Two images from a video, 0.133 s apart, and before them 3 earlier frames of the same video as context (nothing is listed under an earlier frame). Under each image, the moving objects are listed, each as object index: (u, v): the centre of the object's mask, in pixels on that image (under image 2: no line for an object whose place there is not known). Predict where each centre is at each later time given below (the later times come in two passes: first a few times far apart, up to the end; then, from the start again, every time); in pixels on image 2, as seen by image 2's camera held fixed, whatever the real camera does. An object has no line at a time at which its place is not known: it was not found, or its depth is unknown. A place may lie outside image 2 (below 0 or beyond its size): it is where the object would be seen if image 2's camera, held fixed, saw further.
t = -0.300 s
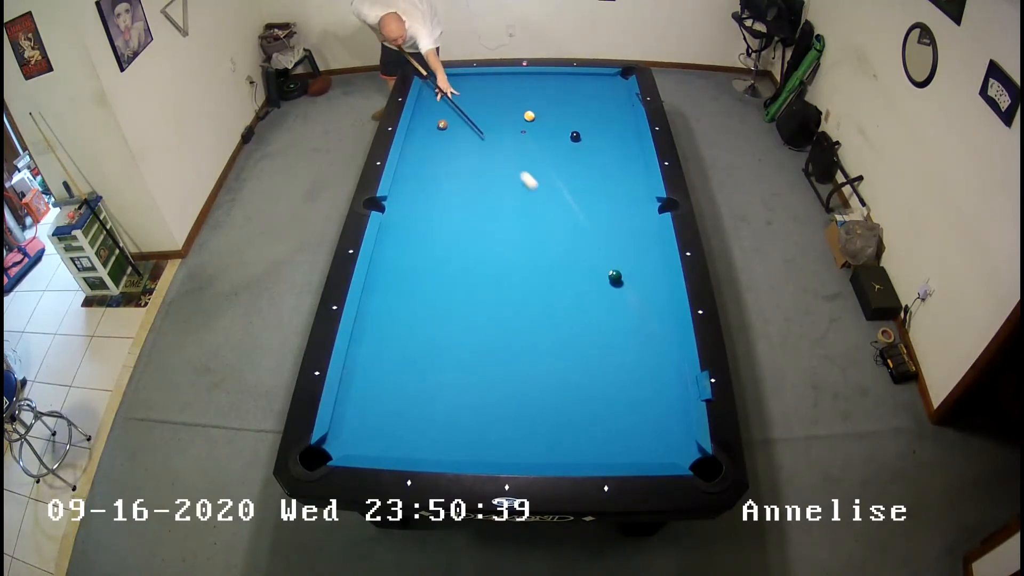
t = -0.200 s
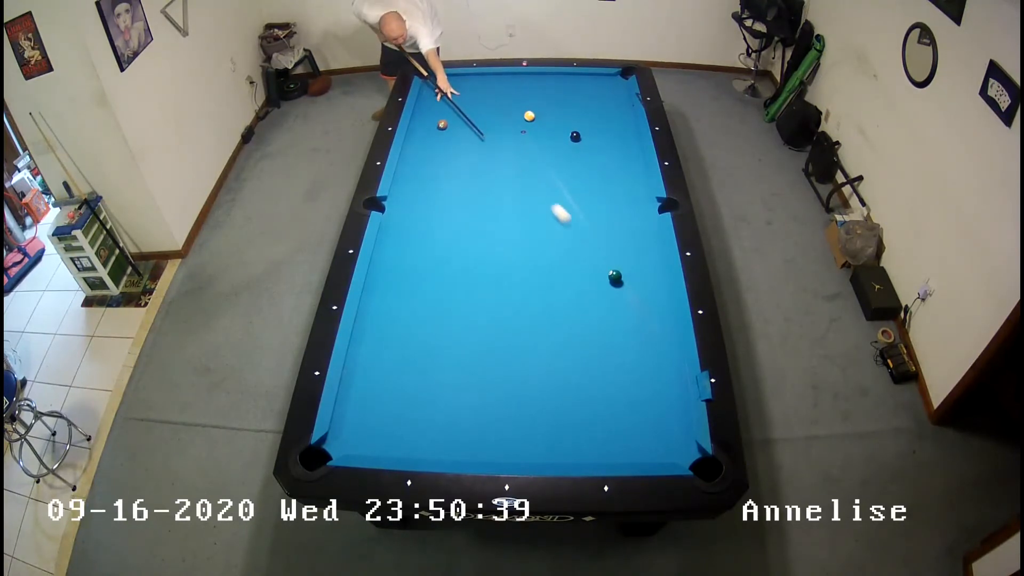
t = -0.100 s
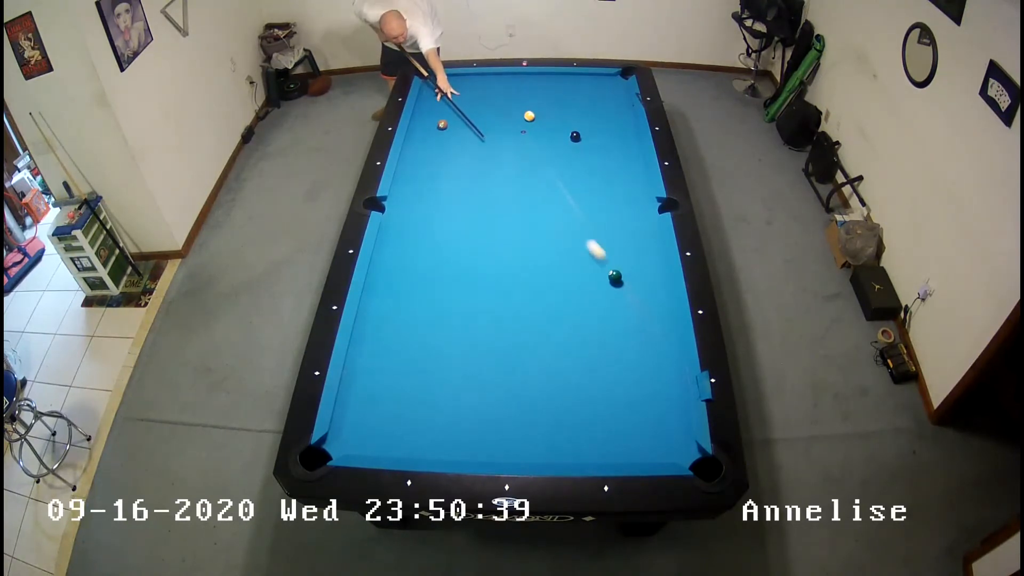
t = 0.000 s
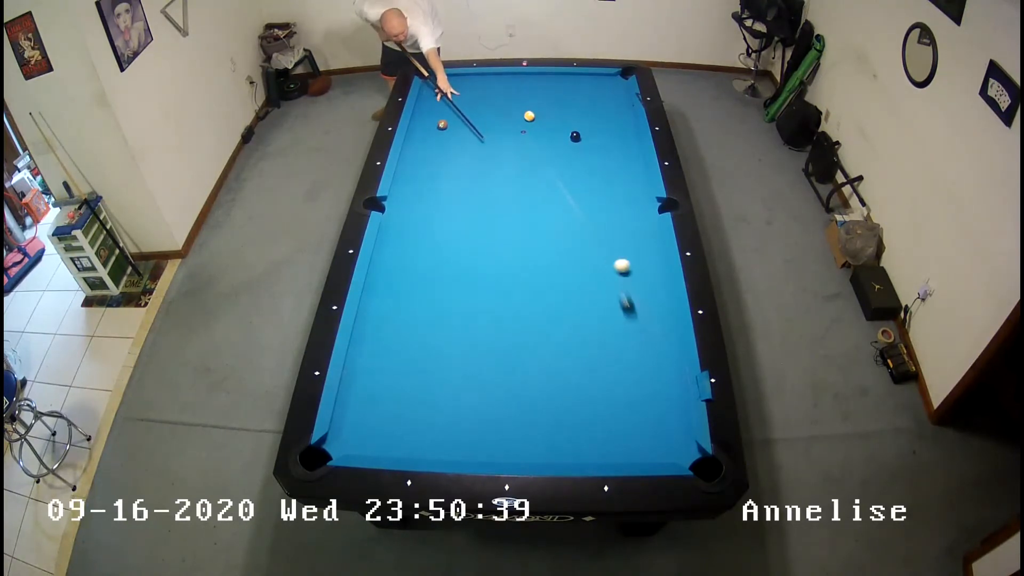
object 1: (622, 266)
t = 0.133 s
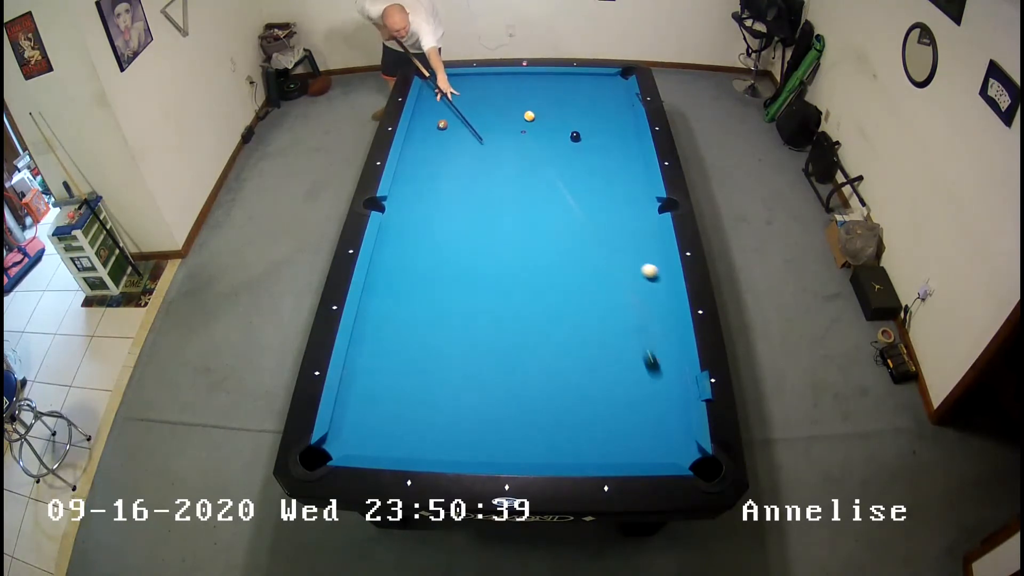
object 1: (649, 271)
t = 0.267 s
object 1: (654, 279)
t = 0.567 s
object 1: (615, 292)
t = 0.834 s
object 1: (580, 304)
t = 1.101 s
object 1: (544, 315)
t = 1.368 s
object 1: (509, 326)
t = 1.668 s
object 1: (471, 338)
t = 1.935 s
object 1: (437, 349)
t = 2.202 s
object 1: (406, 359)
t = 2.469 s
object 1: (375, 368)
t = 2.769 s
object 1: (350, 378)
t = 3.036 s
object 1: (365, 384)
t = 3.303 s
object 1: (378, 390)
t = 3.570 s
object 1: (390, 395)
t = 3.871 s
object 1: (403, 400)
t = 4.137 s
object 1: (413, 404)
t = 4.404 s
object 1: (421, 407)
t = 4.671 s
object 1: (427, 410)
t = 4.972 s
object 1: (433, 413)
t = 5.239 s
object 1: (436, 414)
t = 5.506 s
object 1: (438, 415)
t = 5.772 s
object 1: (438, 415)
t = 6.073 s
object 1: (438, 415)
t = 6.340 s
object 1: (437, 415)
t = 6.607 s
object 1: (437, 415)
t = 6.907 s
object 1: (437, 415)
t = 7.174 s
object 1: (437, 415)
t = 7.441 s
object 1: (437, 415)
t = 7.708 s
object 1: (437, 415)
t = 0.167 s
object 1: (657, 274)
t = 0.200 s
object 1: (663, 277)
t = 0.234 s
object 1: (659, 278)
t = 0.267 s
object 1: (654, 279)
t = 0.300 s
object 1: (650, 281)
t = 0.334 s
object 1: (646, 282)
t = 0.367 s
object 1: (641, 284)
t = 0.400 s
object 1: (637, 285)
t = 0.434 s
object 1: (632, 286)
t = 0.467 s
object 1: (628, 288)
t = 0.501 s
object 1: (624, 289)
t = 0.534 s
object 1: (619, 291)
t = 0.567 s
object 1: (615, 292)
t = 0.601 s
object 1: (611, 294)
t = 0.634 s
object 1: (606, 295)
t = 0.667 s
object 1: (602, 296)
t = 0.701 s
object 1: (597, 298)
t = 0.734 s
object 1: (593, 299)
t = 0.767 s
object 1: (588, 301)
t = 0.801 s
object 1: (584, 302)
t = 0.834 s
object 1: (580, 304)
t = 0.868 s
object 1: (575, 305)
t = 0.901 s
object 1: (571, 306)
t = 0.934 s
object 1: (566, 308)
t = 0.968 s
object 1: (562, 309)
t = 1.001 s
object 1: (557, 311)
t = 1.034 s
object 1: (553, 312)
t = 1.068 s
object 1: (548, 314)
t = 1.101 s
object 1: (544, 315)
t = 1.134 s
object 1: (540, 316)
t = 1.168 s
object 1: (535, 318)
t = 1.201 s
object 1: (531, 319)
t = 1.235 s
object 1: (527, 321)
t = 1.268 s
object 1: (522, 322)
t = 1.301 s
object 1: (518, 323)
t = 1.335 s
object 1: (513, 325)
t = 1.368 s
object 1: (509, 326)
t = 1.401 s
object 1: (505, 328)
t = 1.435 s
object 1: (500, 329)
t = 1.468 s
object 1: (496, 330)
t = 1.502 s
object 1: (492, 332)
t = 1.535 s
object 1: (488, 333)
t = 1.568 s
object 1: (483, 334)
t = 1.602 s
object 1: (479, 336)
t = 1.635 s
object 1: (475, 337)
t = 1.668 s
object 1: (471, 338)
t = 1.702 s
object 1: (466, 340)
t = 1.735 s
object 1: (462, 341)
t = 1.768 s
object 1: (458, 342)
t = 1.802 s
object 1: (454, 344)
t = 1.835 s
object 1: (450, 345)
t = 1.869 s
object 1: (446, 347)
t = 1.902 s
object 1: (441, 348)
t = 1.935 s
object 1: (437, 349)
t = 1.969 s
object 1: (433, 350)
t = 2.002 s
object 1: (429, 351)
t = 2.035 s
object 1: (425, 353)
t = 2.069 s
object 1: (421, 354)
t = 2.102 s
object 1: (417, 355)
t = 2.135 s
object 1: (413, 356)
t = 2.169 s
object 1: (409, 358)
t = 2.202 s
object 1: (406, 359)
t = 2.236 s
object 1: (402, 360)
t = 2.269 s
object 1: (398, 361)
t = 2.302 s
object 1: (394, 362)
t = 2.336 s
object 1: (390, 364)
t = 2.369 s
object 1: (386, 365)
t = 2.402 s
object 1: (383, 366)
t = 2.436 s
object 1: (379, 367)
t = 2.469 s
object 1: (375, 368)
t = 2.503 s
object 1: (372, 369)
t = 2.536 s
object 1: (368, 370)
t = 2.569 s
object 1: (365, 371)
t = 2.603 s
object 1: (361, 373)
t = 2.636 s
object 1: (357, 374)
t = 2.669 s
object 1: (354, 375)
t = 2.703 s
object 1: (350, 376)
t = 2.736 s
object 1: (349, 377)
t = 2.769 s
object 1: (350, 378)
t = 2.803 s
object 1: (352, 379)
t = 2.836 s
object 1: (354, 380)
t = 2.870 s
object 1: (356, 380)
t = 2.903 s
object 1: (358, 381)
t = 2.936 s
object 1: (359, 382)
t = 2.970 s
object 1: (361, 383)
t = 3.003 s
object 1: (363, 383)
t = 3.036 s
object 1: (365, 384)
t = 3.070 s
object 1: (366, 385)
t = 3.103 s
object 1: (368, 385)
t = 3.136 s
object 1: (370, 386)
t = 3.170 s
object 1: (372, 387)
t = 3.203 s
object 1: (373, 388)
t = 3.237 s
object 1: (375, 388)
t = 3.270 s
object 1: (377, 389)
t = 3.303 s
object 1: (378, 390)
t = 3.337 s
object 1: (380, 390)
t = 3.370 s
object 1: (381, 391)
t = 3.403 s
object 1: (383, 392)
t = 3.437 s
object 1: (384, 392)
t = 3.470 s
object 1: (386, 393)
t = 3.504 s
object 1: (387, 394)
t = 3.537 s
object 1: (389, 394)
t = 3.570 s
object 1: (390, 395)
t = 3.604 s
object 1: (392, 395)
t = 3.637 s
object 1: (393, 396)
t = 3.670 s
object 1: (395, 397)
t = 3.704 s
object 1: (396, 397)
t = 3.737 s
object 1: (398, 398)
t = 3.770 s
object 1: (399, 398)
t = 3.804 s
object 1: (400, 399)
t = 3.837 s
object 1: (402, 399)
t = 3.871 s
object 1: (403, 400)
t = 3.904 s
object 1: (404, 400)
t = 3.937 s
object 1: (405, 401)
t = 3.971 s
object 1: (407, 401)
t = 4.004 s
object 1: (408, 402)
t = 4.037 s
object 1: (409, 402)
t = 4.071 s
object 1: (410, 403)
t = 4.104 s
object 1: (411, 403)
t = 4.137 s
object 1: (413, 404)
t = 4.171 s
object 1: (414, 404)
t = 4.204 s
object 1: (415, 405)
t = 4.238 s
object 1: (416, 405)
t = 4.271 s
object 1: (417, 405)
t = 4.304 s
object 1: (418, 406)
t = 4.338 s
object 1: (419, 406)
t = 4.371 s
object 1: (420, 407)
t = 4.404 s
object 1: (421, 407)
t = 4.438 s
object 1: (421, 408)
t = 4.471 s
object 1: (422, 408)
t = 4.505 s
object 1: (423, 408)
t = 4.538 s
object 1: (424, 409)
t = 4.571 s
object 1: (425, 409)
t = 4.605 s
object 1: (426, 409)
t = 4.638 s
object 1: (426, 410)
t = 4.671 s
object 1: (427, 410)
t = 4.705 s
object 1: (428, 410)
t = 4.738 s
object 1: (429, 411)
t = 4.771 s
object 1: (430, 411)
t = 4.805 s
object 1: (430, 411)
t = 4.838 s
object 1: (431, 411)
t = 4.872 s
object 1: (431, 412)
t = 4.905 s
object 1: (432, 412)
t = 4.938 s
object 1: (433, 412)
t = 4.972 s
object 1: (433, 413)
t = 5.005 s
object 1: (434, 413)
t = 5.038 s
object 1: (434, 413)
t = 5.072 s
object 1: (434, 413)
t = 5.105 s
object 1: (435, 413)
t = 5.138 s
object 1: (435, 414)
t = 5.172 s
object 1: (435, 414)
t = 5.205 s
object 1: (436, 414)
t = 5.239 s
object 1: (436, 414)
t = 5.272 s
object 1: (437, 414)
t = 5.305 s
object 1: (437, 414)
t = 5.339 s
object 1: (437, 415)
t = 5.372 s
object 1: (438, 415)
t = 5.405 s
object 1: (438, 415)
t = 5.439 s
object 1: (438, 415)
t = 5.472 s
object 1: (438, 415)
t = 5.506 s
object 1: (438, 415)
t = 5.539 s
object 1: (438, 415)
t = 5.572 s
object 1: (438, 415)
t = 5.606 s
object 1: (438, 415)
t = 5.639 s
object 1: (438, 415)
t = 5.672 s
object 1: (438, 415)
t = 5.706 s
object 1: (438, 415)
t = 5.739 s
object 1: (438, 415)
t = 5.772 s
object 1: (438, 415)
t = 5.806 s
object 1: (438, 415)
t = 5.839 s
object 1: (438, 415)
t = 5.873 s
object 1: (438, 415)
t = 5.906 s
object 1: (438, 415)
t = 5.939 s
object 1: (438, 415)
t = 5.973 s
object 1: (438, 415)
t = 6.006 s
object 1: (438, 415)
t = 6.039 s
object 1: (437, 415)
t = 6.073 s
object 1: (438, 415)
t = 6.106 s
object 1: (437, 415)
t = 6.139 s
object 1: (437, 415)
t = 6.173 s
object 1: (437, 415)
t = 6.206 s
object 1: (437, 415)
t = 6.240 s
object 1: (437, 415)
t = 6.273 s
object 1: (437, 415)
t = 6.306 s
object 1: (437, 415)
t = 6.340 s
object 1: (437, 415)
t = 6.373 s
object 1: (437, 415)
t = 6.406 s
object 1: (437, 415)
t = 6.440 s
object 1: (437, 415)
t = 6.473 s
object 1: (437, 415)
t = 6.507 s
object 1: (437, 415)
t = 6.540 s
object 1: (437, 415)
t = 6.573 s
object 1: (437, 415)
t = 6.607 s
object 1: (437, 415)
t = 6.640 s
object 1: (437, 415)
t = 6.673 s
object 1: (437, 415)
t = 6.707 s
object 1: (437, 415)
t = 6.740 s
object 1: (437, 415)
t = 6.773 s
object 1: (437, 415)
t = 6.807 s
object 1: (437, 415)
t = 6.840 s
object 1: (437, 415)
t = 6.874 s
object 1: (437, 415)
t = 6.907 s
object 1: (437, 415)
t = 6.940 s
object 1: (437, 415)
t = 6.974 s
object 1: (437, 415)
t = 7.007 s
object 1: (437, 415)
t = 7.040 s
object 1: (437, 415)
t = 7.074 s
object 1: (437, 415)
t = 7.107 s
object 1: (437, 415)
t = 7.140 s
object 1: (437, 415)
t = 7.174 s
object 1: (437, 415)
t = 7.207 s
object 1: (437, 415)
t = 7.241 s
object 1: (437, 415)
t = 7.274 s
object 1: (437, 415)
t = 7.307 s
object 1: (437, 415)
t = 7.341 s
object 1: (437, 415)
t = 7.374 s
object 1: (437, 415)
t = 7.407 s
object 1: (437, 415)
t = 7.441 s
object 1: (437, 415)
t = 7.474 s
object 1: (437, 415)
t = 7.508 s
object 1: (437, 415)
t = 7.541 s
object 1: (437, 415)
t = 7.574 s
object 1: (437, 415)
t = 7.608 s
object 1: (437, 415)
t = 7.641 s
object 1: (437, 415)
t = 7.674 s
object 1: (437, 415)
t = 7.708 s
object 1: (437, 415)
